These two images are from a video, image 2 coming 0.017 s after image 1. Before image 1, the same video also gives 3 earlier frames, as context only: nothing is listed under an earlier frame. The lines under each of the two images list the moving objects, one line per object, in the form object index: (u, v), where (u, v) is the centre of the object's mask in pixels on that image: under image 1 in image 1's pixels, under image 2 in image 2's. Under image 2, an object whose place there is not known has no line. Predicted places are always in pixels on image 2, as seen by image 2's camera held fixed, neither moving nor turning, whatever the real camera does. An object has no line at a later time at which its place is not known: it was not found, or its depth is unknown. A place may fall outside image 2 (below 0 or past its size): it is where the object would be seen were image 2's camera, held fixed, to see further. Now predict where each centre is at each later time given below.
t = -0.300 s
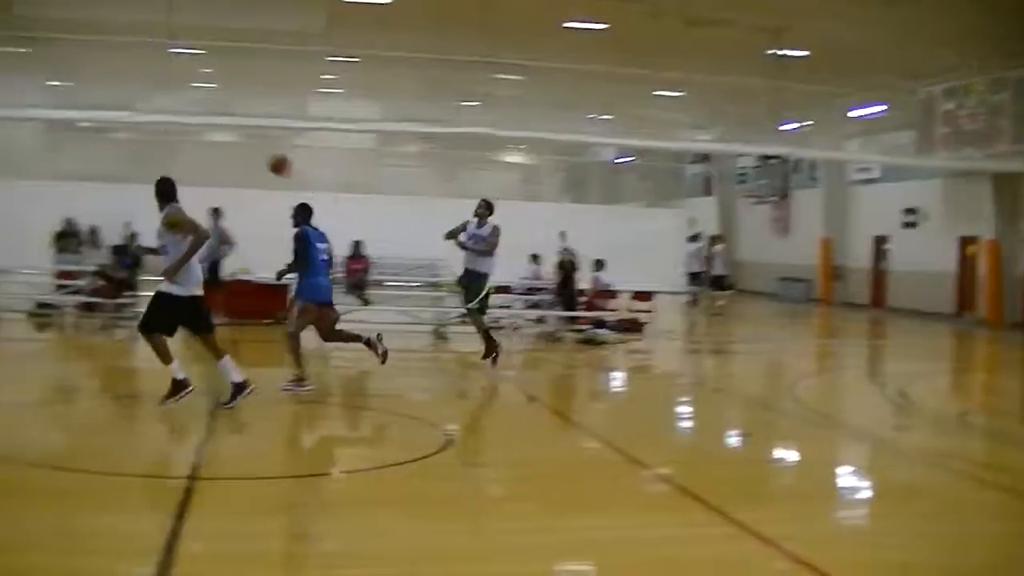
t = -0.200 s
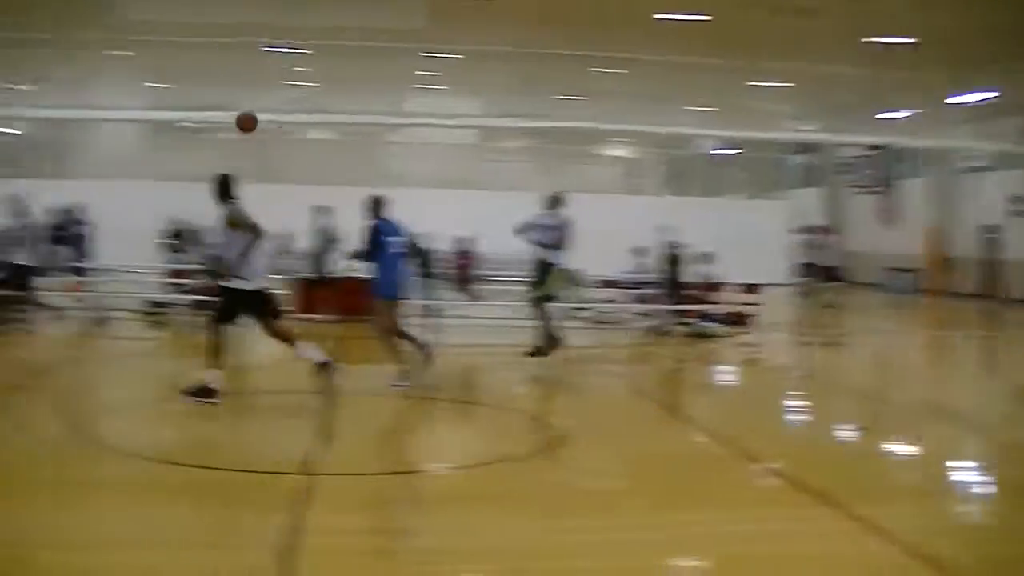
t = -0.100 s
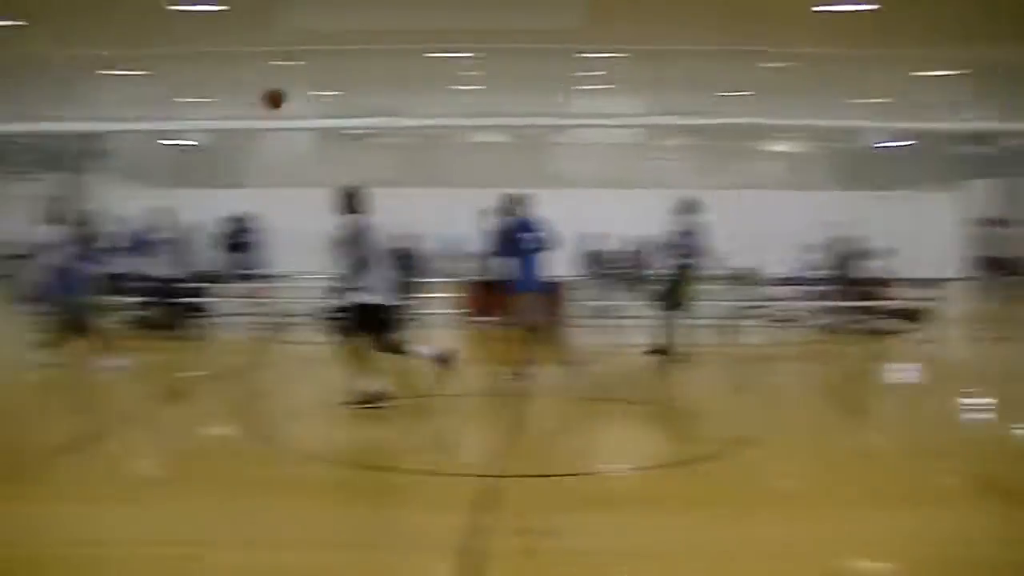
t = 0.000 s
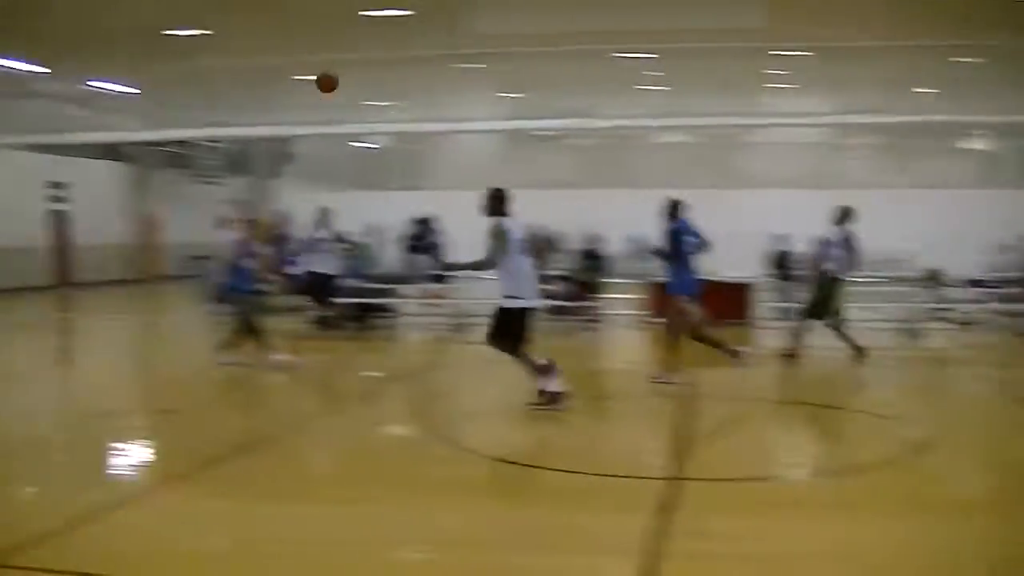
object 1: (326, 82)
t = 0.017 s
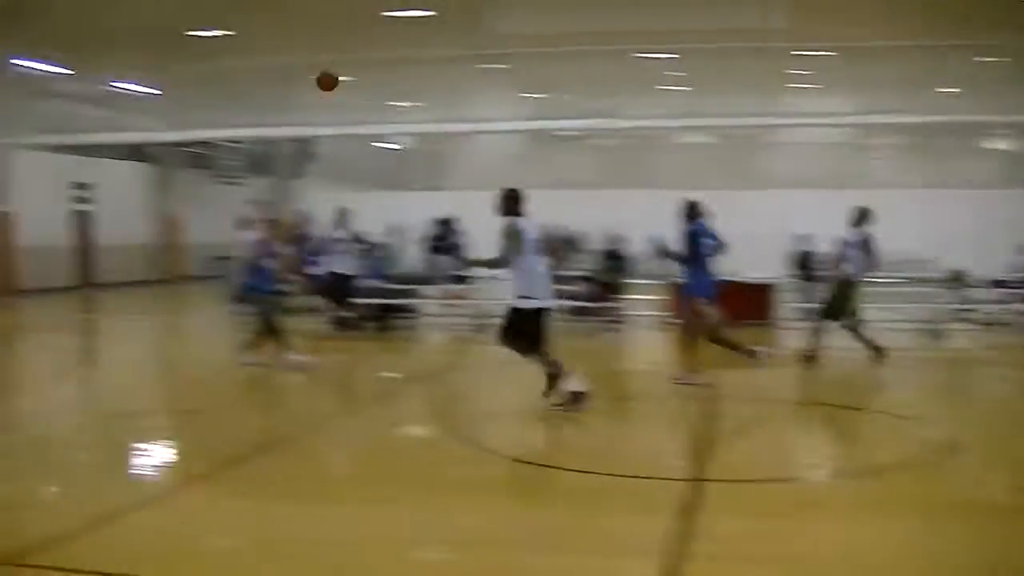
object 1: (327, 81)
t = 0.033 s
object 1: (309, 79)
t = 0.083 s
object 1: (262, 71)
